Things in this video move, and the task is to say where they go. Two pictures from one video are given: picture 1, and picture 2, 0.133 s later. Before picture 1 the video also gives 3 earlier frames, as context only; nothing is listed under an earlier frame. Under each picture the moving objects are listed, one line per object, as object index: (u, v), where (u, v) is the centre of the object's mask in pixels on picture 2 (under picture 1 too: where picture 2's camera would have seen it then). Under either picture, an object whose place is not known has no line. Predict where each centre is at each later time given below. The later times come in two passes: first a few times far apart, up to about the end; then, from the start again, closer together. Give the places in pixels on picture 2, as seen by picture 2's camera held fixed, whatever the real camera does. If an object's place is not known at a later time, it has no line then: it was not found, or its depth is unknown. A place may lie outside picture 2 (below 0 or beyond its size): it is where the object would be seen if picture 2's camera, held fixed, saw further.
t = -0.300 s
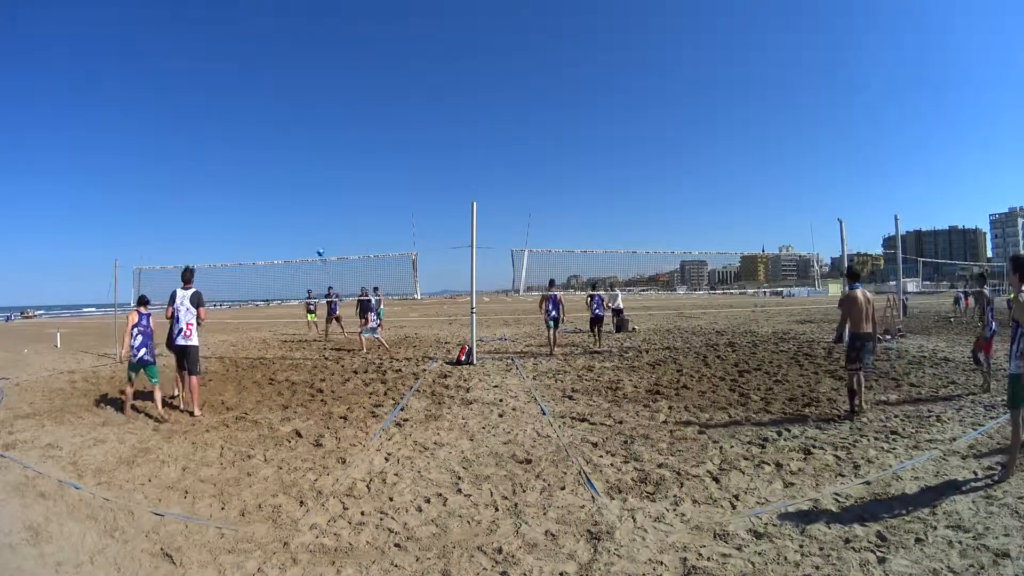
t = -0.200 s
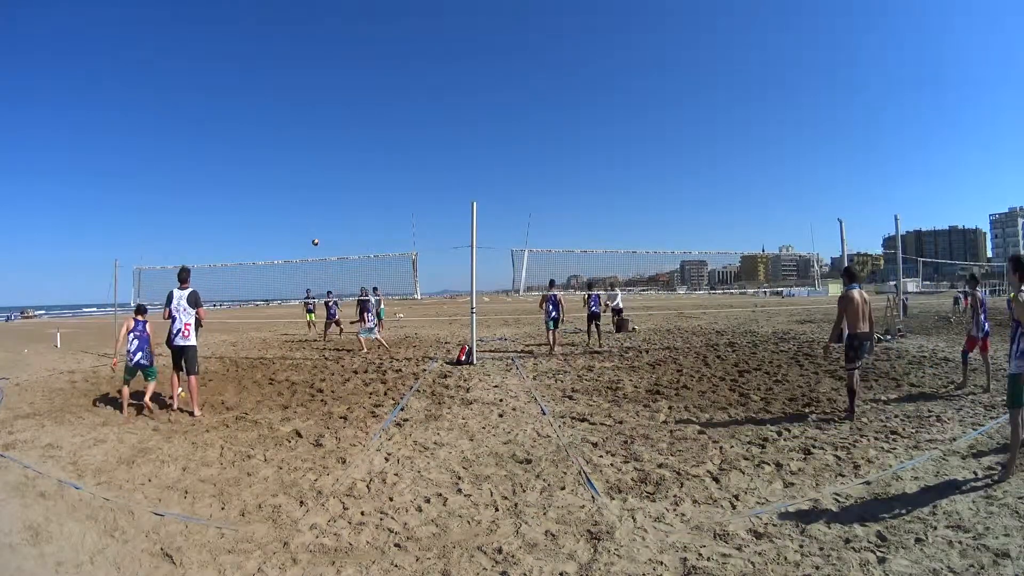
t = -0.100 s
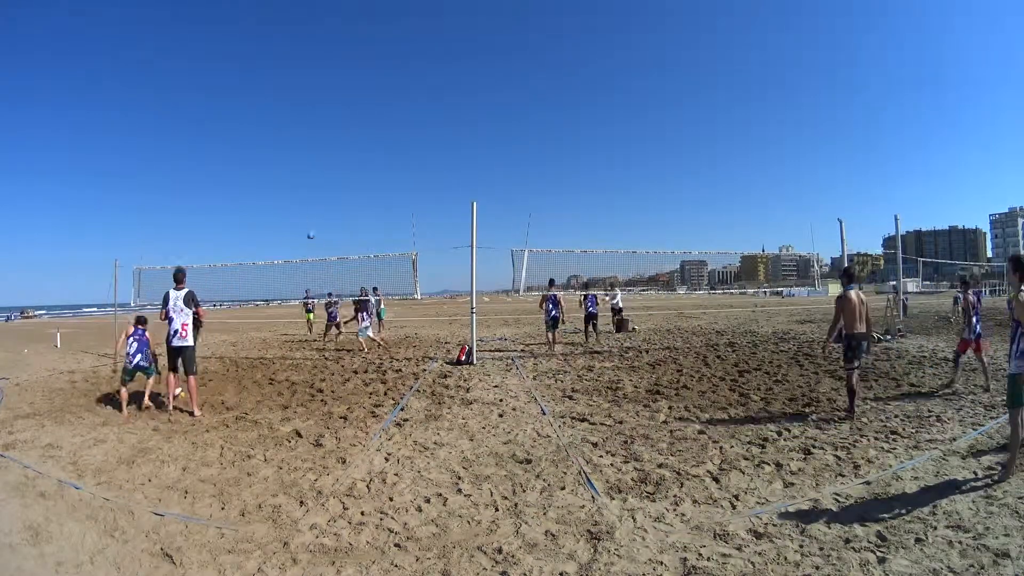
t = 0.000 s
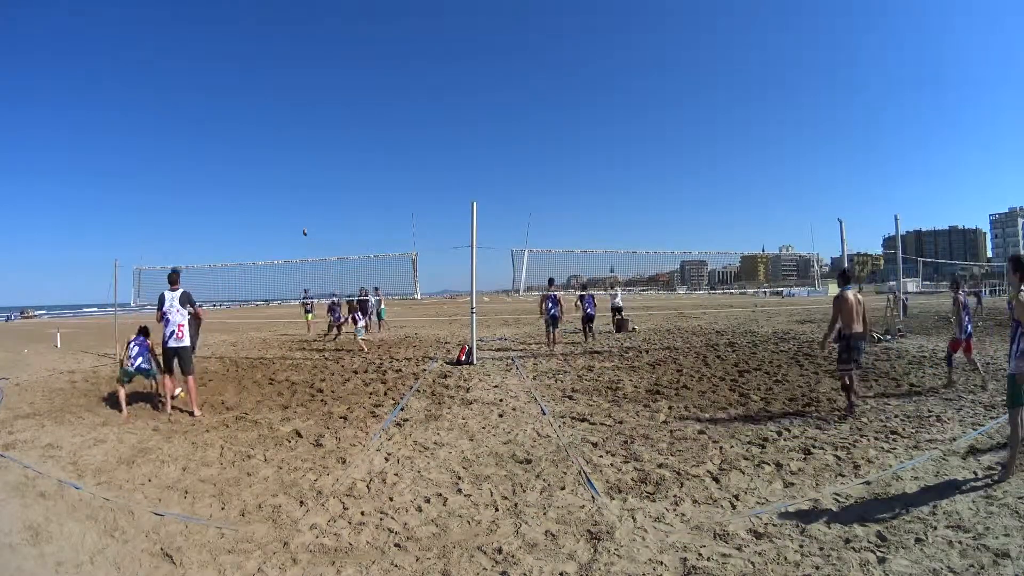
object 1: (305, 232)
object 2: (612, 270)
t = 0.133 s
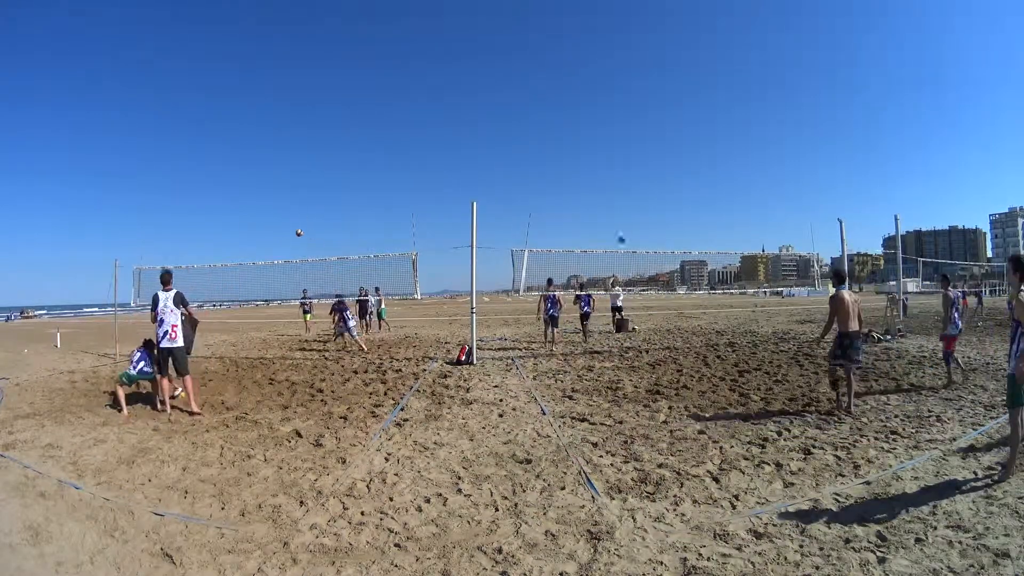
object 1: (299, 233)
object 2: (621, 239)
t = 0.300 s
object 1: (292, 242)
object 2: (635, 205)
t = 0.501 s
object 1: (284, 269)
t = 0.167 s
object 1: (298, 234)
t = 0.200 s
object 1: (296, 235)
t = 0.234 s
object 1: (294, 237)
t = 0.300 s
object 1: (292, 242)
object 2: (635, 205)
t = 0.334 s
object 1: (290, 246)
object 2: (638, 200)
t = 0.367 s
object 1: (288, 250)
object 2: (642, 194)
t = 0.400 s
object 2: (645, 188)
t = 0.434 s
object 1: (286, 258)
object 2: (648, 183)
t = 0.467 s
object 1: (285, 264)
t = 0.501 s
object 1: (284, 269)
